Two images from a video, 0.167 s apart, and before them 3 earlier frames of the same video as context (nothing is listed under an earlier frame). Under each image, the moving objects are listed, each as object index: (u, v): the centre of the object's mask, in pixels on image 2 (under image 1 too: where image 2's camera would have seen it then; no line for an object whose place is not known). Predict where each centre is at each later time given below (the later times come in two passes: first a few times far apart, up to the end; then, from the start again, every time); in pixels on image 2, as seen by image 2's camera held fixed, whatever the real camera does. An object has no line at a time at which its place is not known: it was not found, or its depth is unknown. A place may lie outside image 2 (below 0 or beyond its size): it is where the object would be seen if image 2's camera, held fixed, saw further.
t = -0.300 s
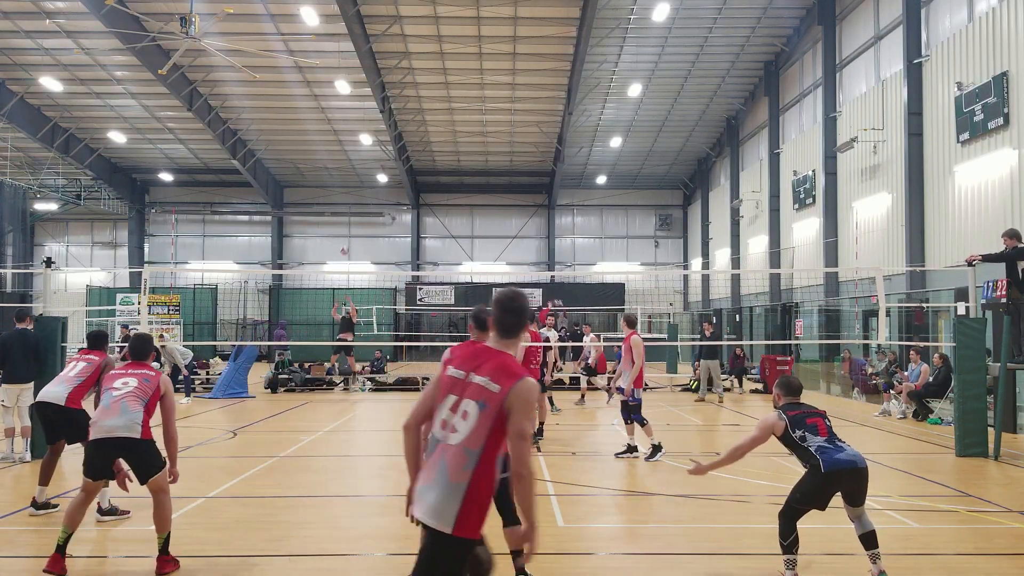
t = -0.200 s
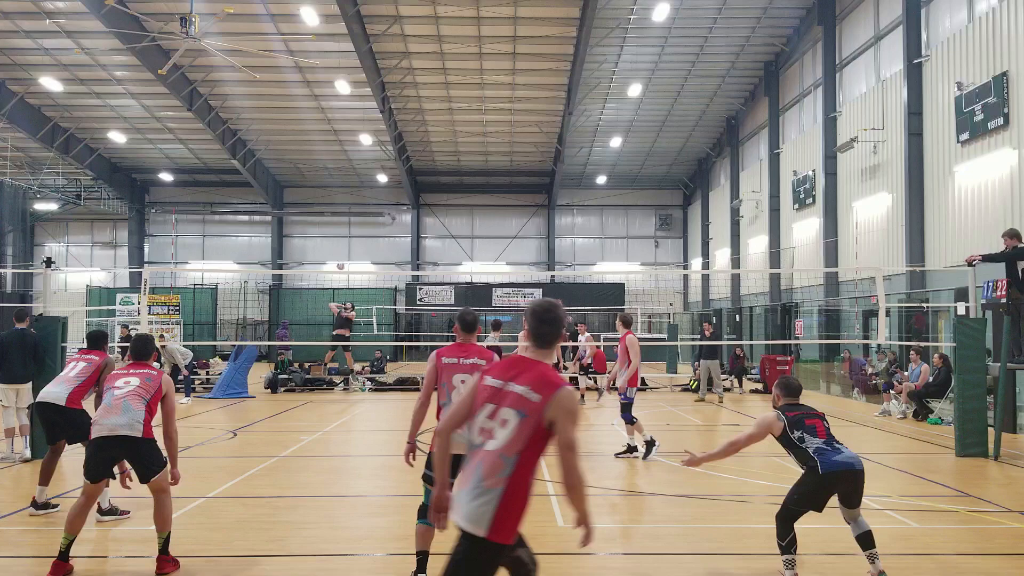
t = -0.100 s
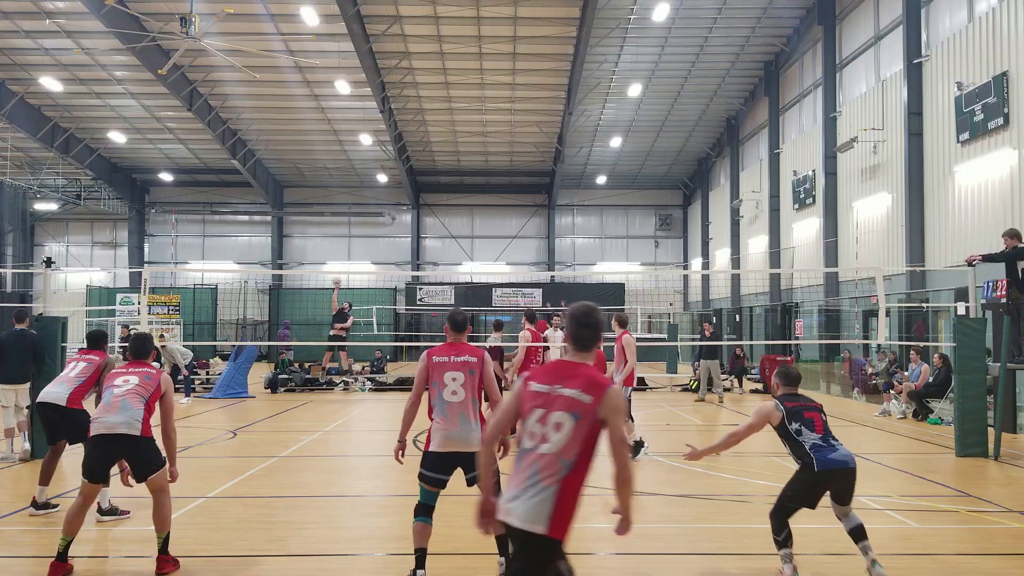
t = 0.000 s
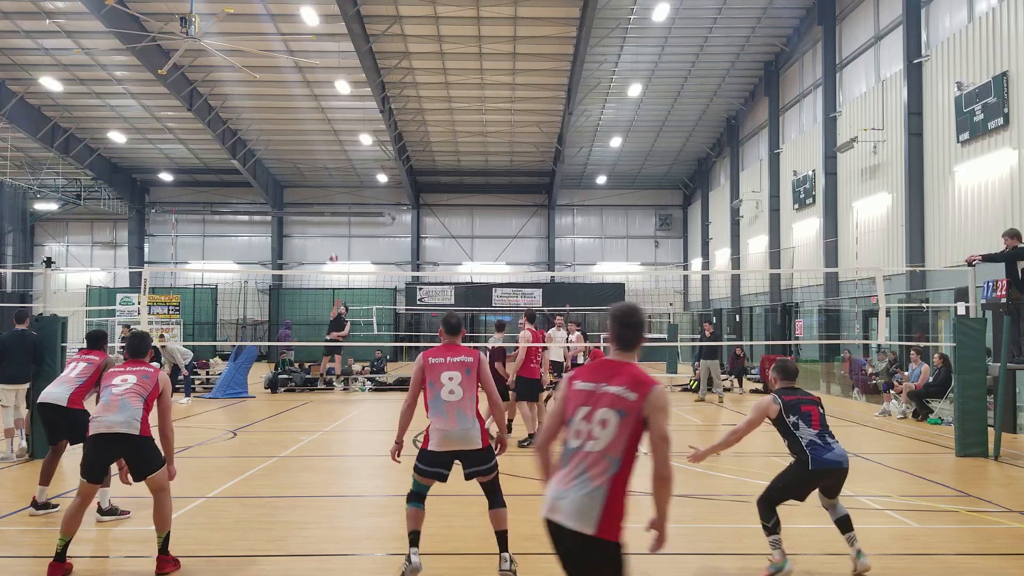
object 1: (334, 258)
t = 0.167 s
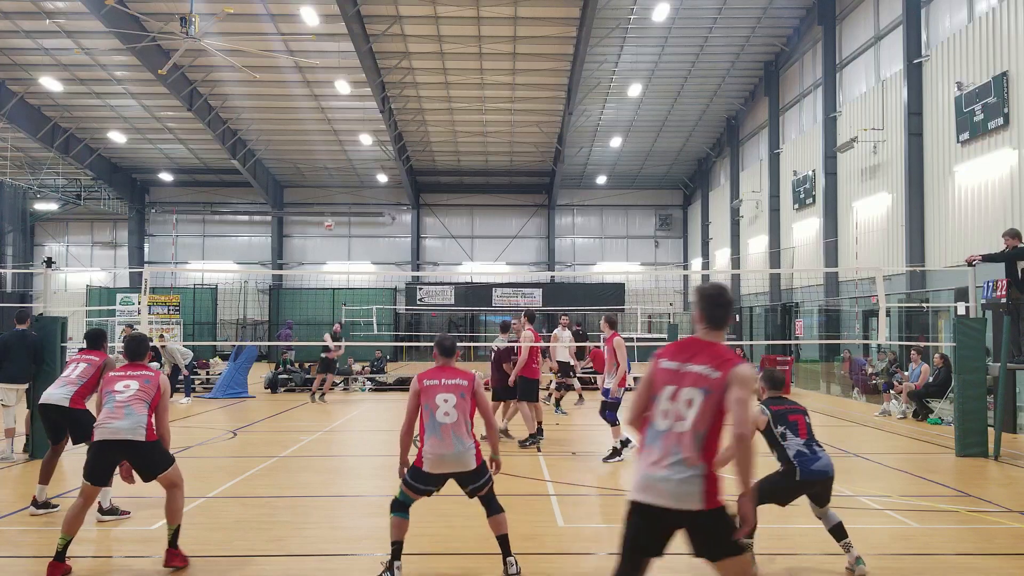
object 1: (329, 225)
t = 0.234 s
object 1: (328, 214)
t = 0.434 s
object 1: (327, 190)
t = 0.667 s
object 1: (325, 189)
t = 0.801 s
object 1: (326, 210)
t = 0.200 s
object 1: (329, 219)
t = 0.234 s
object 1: (328, 214)
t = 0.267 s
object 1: (328, 209)
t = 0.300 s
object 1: (328, 204)
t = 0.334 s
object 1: (328, 200)
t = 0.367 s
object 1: (327, 197)
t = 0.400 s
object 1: (327, 193)
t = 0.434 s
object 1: (327, 190)
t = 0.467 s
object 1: (327, 188)
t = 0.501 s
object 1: (327, 186)
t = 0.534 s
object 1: (327, 185)
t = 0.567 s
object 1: (327, 185)
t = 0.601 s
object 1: (326, 185)
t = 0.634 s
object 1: (326, 187)
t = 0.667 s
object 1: (325, 189)
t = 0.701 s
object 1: (325, 192)
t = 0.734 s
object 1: (325, 196)
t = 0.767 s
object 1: (325, 203)
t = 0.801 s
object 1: (326, 210)
